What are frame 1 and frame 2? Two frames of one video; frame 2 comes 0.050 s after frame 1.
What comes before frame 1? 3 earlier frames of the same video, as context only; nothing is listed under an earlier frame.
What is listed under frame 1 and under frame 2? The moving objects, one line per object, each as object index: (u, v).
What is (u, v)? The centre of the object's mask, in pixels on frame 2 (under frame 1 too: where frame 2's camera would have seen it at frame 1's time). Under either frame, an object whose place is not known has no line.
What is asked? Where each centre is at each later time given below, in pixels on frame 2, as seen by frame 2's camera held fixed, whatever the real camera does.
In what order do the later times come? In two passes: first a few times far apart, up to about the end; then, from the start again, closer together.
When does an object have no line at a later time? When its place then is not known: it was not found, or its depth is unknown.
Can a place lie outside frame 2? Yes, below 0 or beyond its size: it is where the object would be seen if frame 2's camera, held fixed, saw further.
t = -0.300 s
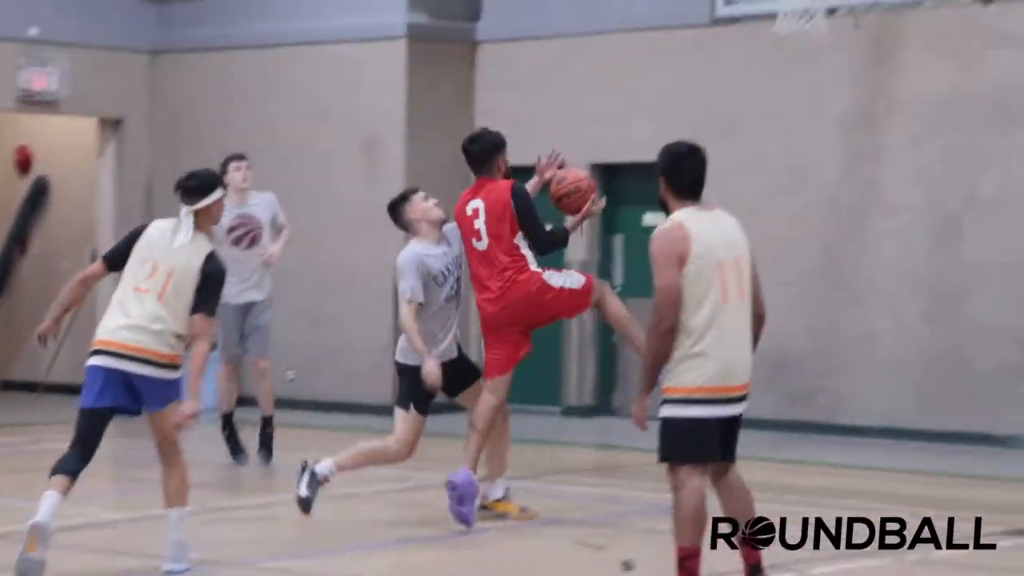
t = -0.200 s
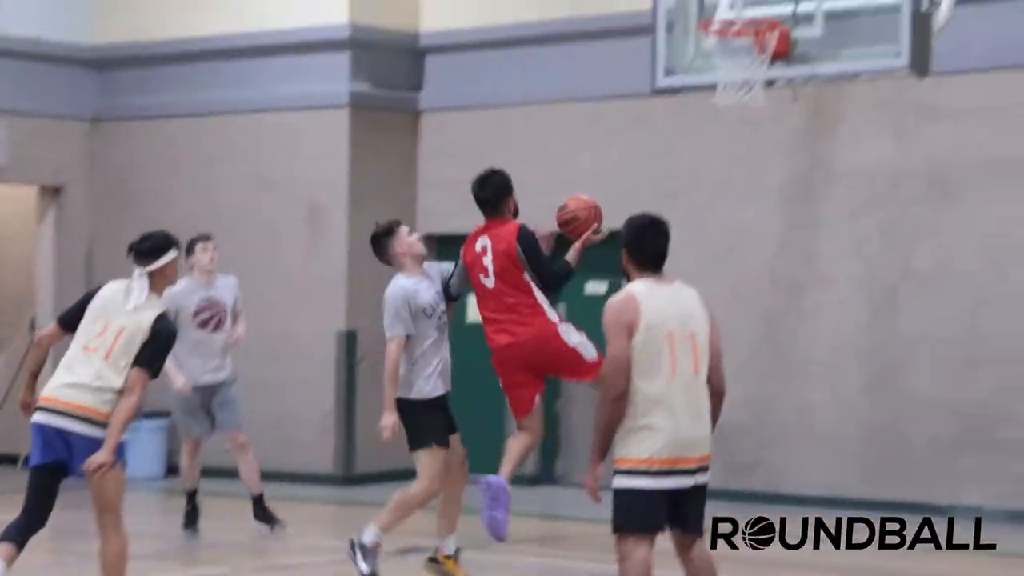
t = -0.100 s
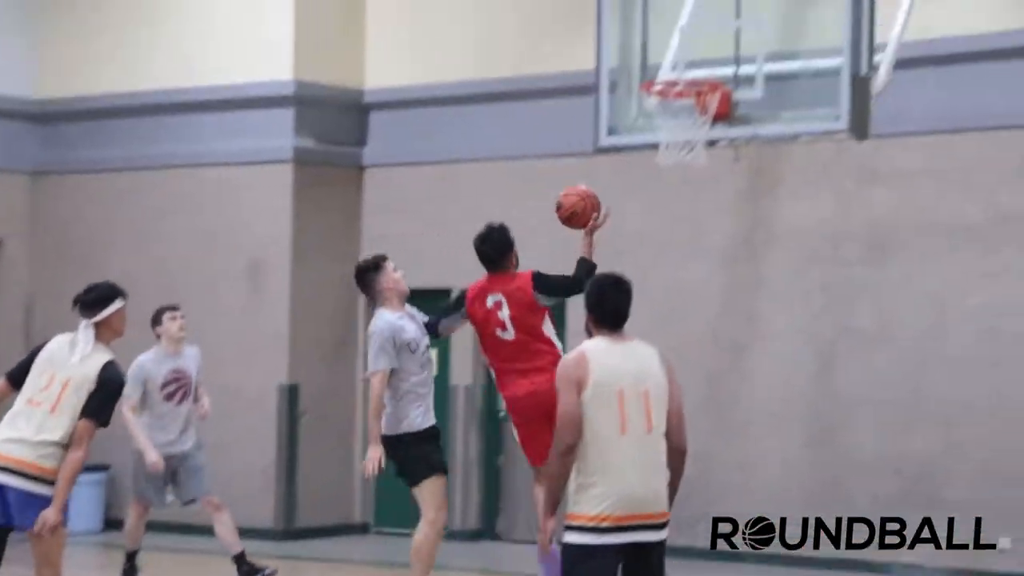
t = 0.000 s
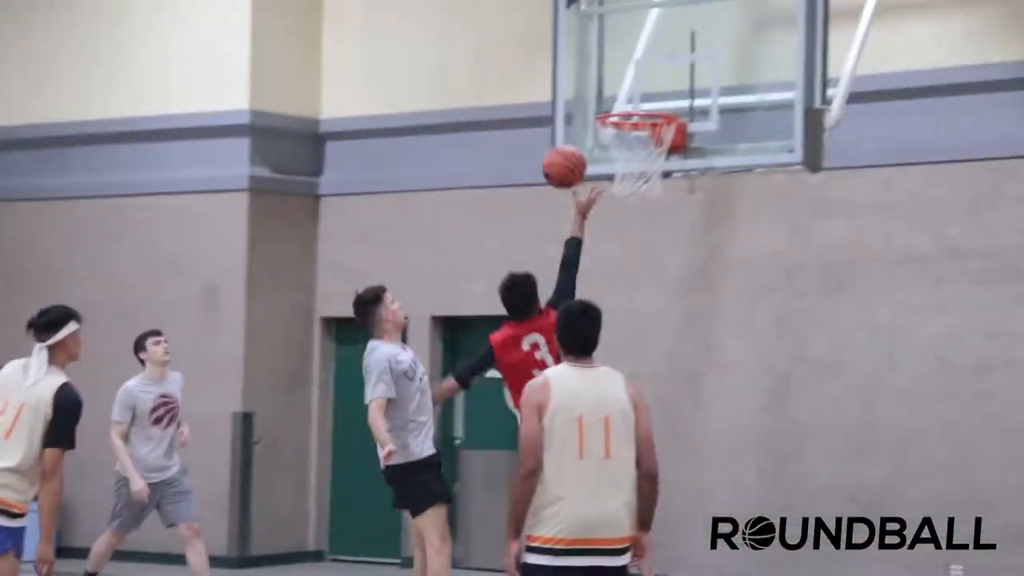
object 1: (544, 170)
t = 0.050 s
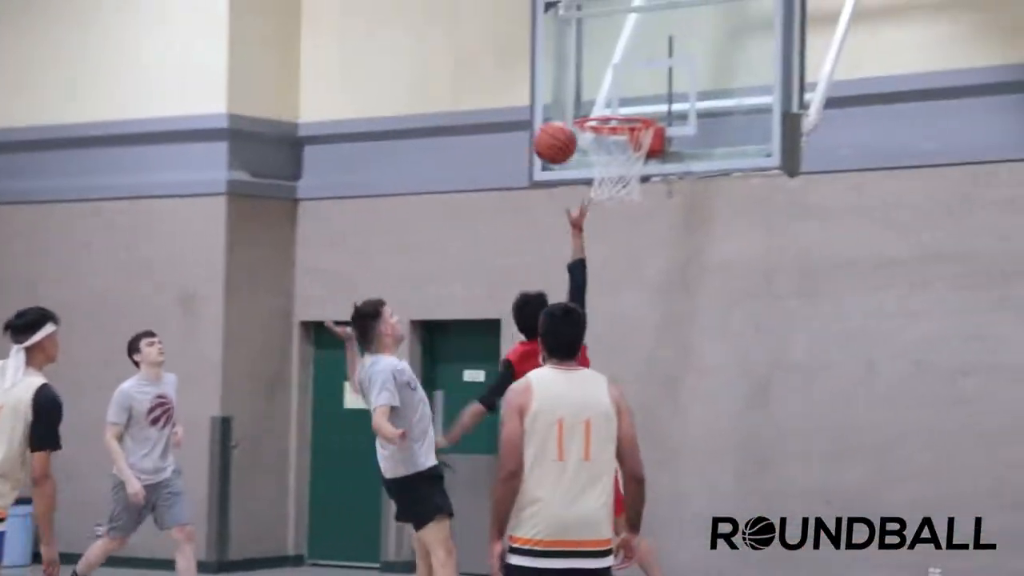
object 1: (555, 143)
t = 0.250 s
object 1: (596, 78)
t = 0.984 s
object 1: (605, 217)
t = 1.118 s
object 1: (611, 296)
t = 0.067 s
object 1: (558, 134)
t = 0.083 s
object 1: (562, 127)
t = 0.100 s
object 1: (565, 120)
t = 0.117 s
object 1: (569, 113)
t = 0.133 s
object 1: (572, 107)
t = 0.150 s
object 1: (576, 102)
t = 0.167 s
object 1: (579, 96)
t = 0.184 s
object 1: (582, 91)
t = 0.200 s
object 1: (586, 87)
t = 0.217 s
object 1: (589, 84)
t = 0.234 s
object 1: (593, 81)
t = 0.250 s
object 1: (596, 78)
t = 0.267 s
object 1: (599, 76)
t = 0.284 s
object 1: (603, 74)
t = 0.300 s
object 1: (606, 73)
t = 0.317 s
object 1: (609, 72)
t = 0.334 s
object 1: (613, 71)
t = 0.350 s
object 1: (616, 71)
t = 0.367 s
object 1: (620, 72)
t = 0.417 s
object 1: (629, 77)
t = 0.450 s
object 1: (636, 82)
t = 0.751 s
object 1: (591, 152)
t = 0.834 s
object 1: (597, 177)
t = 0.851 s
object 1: (597, 179)
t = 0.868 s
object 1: (598, 182)
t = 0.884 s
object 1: (599, 185)
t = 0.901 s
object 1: (600, 188)
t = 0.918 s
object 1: (601, 192)
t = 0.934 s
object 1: (602, 196)
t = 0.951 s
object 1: (603, 202)
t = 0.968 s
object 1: (604, 210)
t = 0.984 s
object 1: (605, 217)
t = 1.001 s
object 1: (606, 226)
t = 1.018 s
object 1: (607, 234)
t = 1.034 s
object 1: (607, 243)
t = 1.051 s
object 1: (608, 253)
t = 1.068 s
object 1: (609, 263)
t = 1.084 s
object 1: (610, 273)
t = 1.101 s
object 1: (610, 285)
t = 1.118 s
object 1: (611, 296)
